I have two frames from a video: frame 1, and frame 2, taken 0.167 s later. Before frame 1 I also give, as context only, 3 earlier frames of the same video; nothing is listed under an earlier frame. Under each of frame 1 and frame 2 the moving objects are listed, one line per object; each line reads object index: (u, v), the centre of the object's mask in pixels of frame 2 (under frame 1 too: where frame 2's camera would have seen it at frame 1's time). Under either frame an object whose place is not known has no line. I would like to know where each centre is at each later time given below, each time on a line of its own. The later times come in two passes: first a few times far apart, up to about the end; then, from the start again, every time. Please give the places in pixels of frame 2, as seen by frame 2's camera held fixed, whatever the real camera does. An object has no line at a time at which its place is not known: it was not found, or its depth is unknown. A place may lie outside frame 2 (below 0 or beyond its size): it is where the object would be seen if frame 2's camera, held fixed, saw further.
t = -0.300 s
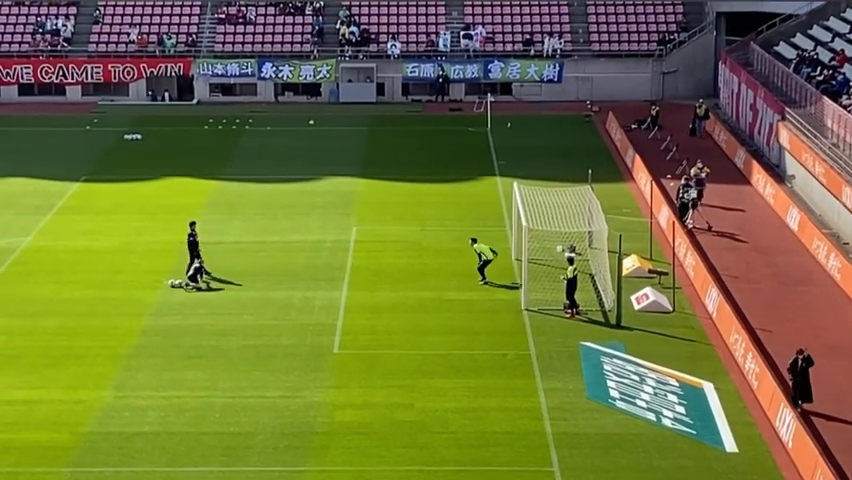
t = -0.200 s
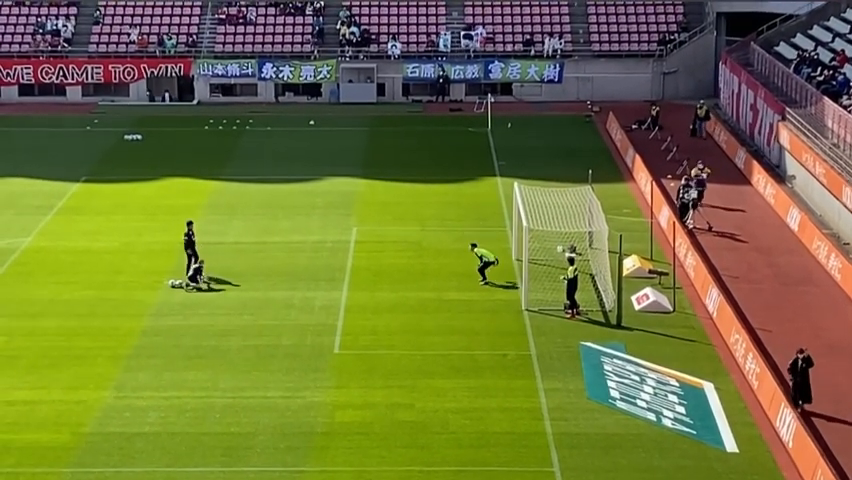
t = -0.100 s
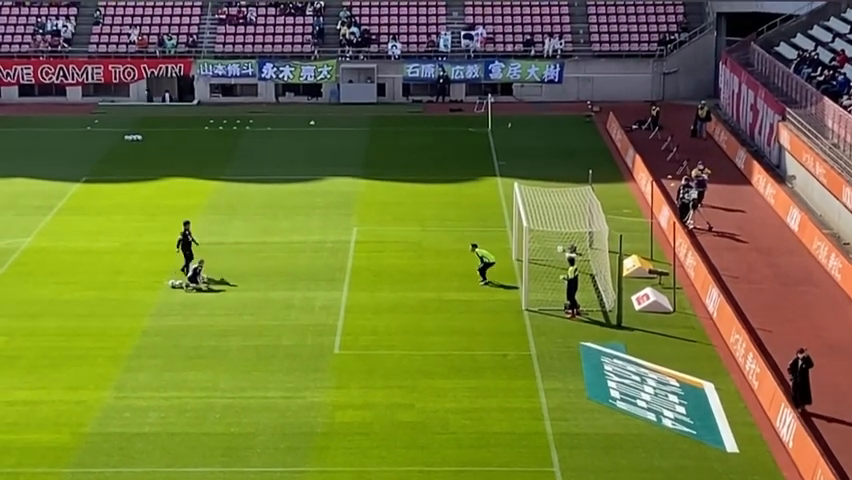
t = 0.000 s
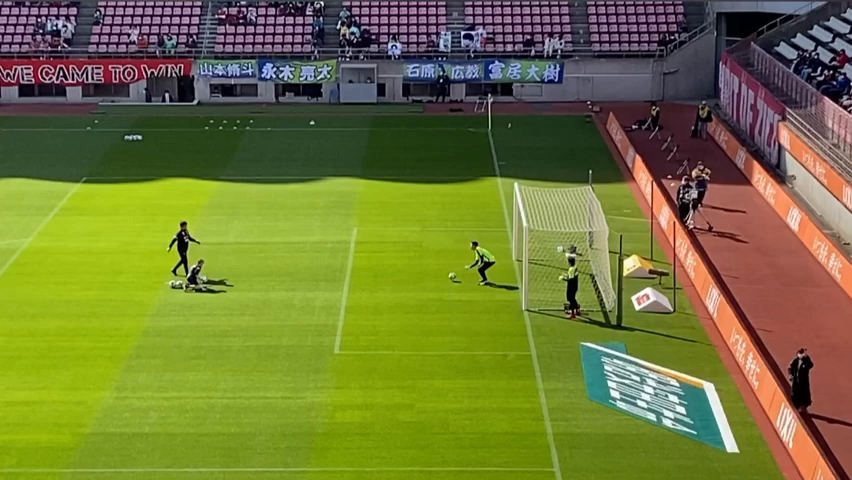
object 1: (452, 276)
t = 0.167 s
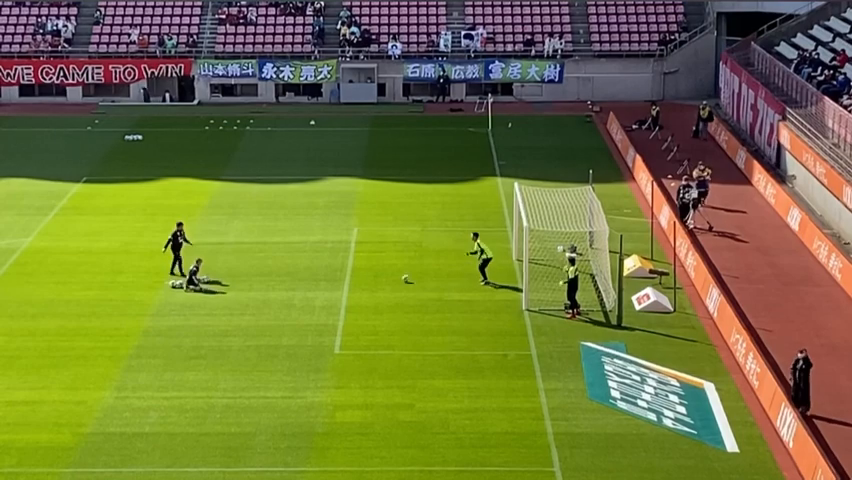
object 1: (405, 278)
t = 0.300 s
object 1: (371, 279)
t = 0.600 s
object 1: (303, 281)
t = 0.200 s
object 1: (396, 280)
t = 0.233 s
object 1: (387, 279)
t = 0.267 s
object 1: (379, 280)
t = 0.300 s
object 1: (371, 279)
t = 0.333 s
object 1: (363, 279)
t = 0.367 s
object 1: (354, 280)
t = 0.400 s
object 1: (346, 281)
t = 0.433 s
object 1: (339, 281)
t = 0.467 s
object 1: (331, 281)
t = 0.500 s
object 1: (324, 281)
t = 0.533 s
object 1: (317, 281)
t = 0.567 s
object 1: (310, 282)
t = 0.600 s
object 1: (303, 281)
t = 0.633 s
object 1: (297, 282)
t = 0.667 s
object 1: (291, 282)
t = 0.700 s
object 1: (284, 283)
